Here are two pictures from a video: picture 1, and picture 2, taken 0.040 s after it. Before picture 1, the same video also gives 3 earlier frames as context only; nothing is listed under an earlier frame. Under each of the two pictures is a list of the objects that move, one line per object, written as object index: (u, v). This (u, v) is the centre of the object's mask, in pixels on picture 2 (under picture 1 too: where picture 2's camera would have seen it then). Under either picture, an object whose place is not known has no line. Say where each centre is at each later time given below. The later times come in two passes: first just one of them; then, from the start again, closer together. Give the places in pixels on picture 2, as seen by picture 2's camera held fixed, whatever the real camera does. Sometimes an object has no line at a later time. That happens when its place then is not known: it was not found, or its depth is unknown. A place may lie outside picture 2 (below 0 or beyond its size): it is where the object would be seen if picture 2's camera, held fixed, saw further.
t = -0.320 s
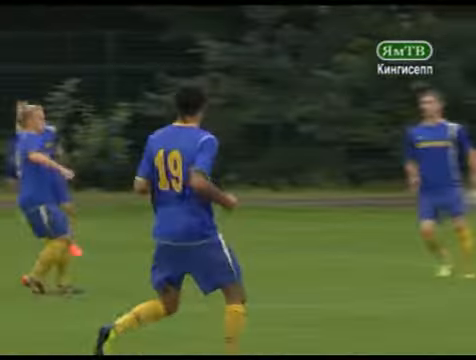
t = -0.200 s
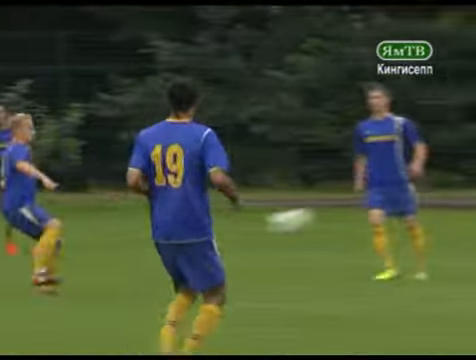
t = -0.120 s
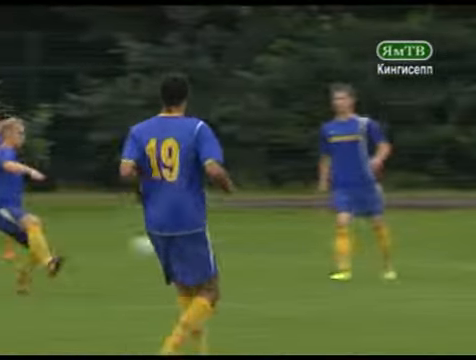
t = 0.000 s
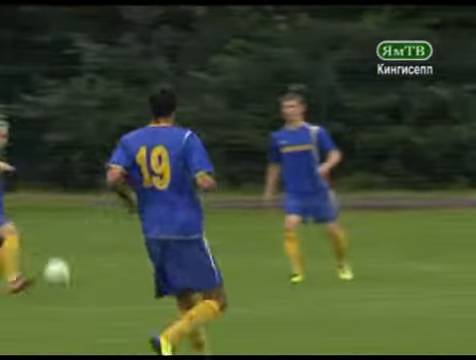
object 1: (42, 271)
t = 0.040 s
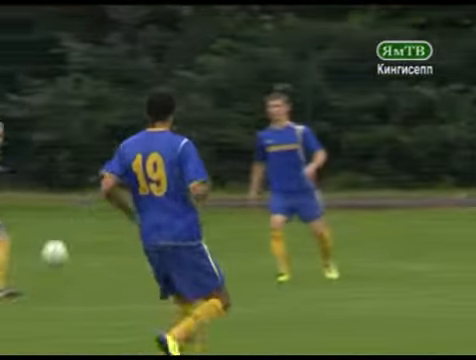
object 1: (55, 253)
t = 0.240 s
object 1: (115, 186)
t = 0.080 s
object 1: (68, 235)
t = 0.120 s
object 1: (81, 220)
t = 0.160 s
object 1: (91, 206)
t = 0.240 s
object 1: (115, 186)
